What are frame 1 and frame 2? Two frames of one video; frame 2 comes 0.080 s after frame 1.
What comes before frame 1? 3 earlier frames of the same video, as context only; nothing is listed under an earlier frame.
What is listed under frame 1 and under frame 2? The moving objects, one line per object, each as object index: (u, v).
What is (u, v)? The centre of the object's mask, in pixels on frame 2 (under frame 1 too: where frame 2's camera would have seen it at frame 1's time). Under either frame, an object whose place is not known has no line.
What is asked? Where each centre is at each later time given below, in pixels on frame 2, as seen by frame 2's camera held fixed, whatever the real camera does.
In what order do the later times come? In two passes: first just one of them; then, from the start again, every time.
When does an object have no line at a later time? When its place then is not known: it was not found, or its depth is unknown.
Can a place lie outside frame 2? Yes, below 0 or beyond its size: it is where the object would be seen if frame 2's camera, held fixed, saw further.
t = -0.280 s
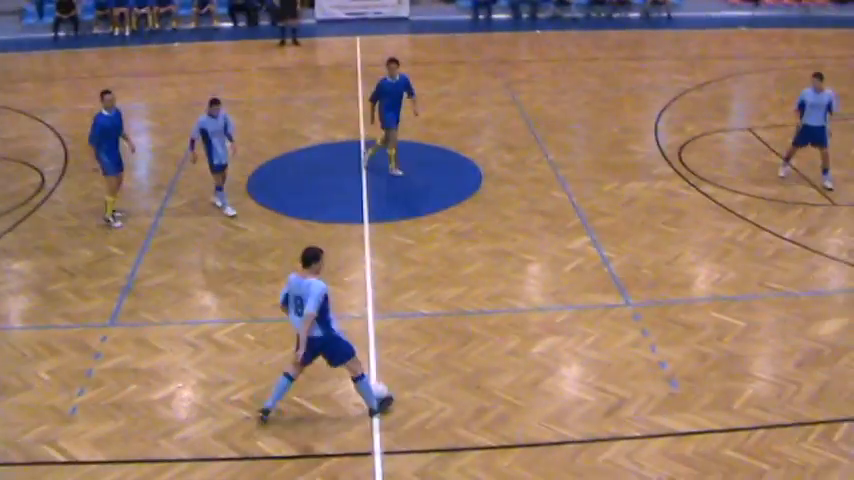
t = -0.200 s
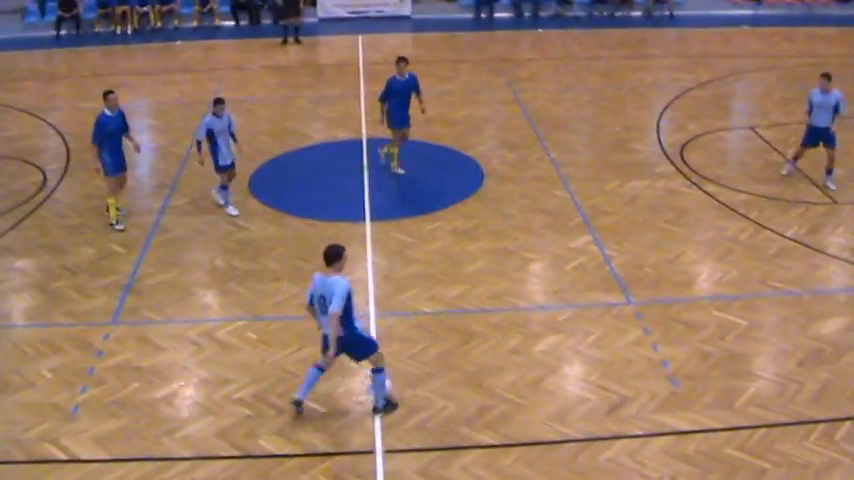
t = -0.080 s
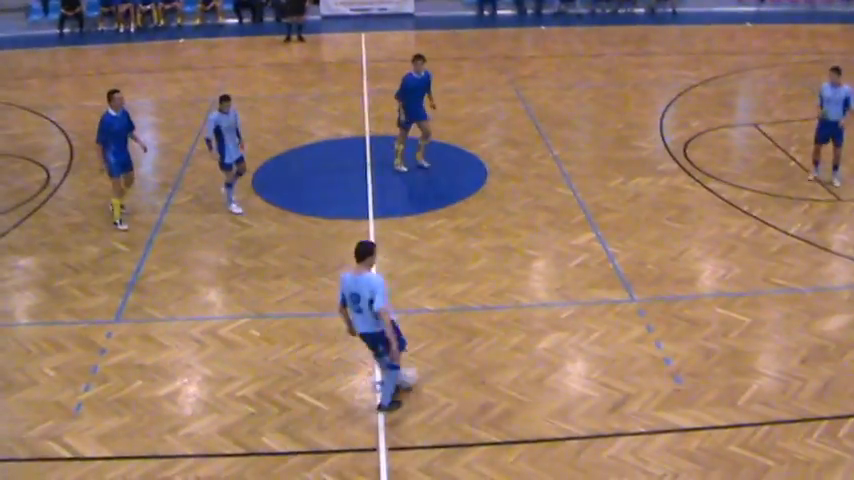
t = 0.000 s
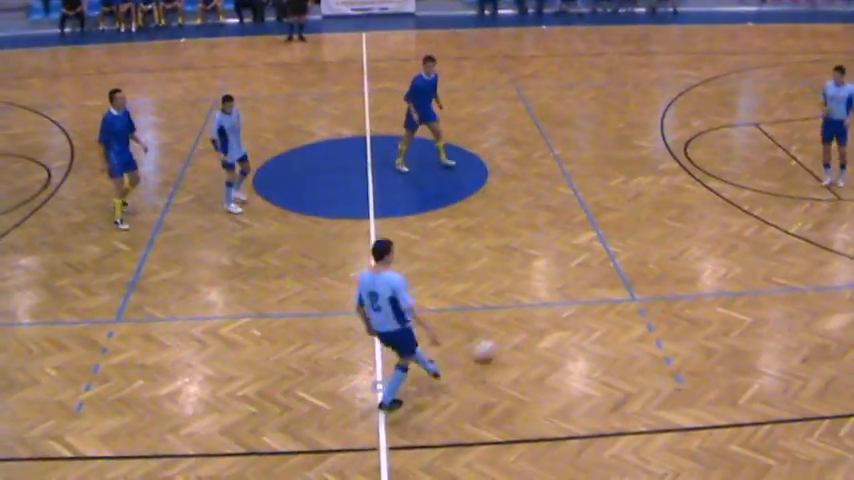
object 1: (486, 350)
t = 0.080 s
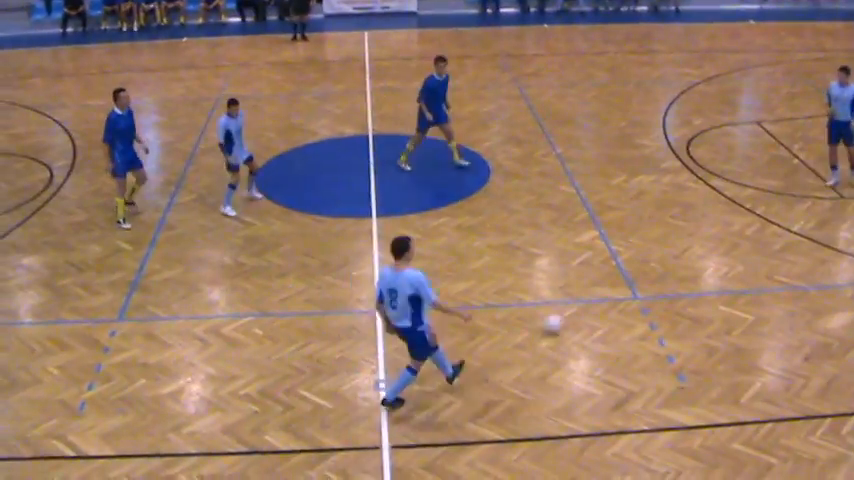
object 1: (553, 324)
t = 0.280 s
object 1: (685, 275)
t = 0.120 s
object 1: (584, 314)
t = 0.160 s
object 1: (613, 304)
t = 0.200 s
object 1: (637, 293)
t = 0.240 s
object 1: (662, 285)
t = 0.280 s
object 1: (685, 275)
